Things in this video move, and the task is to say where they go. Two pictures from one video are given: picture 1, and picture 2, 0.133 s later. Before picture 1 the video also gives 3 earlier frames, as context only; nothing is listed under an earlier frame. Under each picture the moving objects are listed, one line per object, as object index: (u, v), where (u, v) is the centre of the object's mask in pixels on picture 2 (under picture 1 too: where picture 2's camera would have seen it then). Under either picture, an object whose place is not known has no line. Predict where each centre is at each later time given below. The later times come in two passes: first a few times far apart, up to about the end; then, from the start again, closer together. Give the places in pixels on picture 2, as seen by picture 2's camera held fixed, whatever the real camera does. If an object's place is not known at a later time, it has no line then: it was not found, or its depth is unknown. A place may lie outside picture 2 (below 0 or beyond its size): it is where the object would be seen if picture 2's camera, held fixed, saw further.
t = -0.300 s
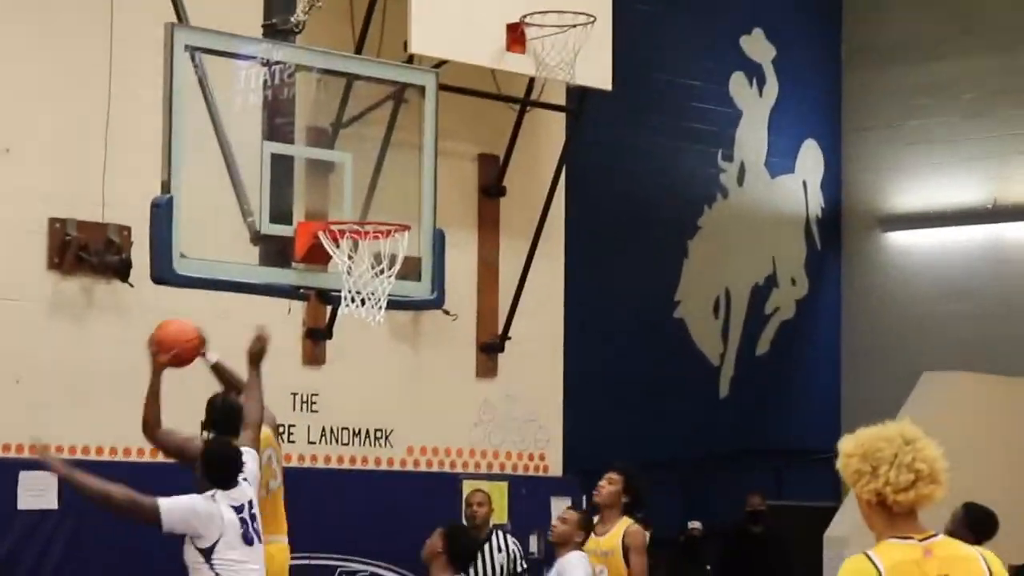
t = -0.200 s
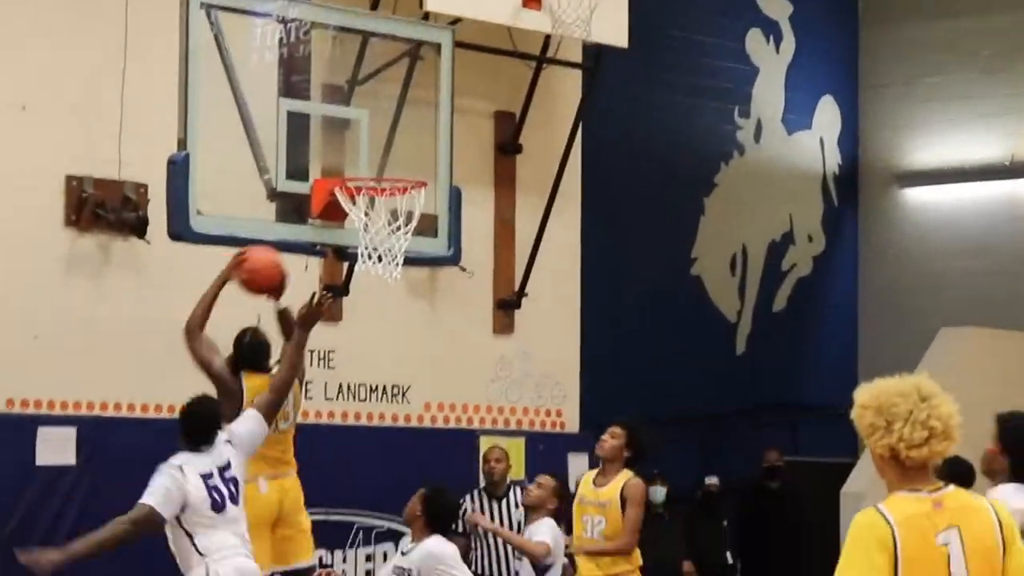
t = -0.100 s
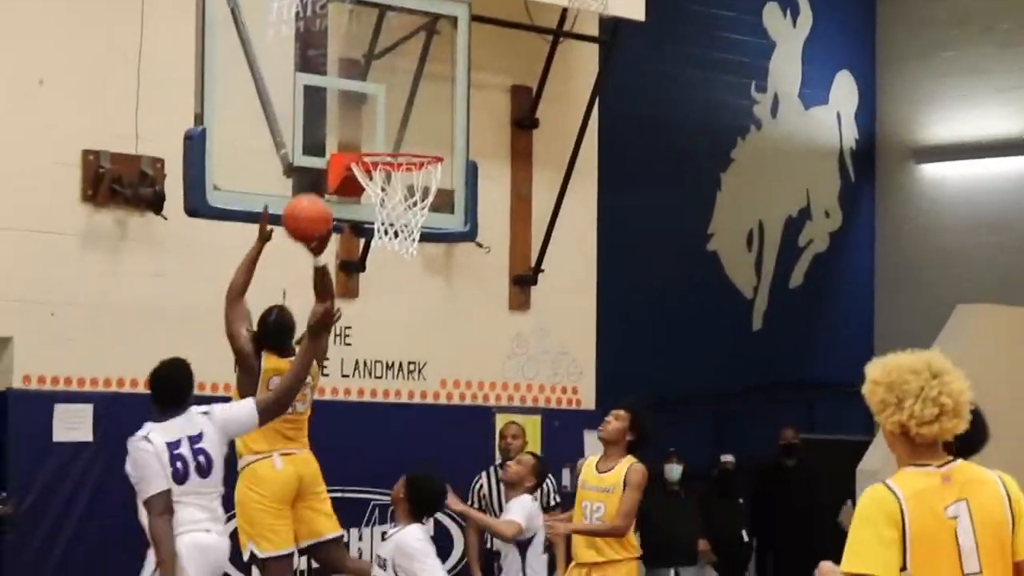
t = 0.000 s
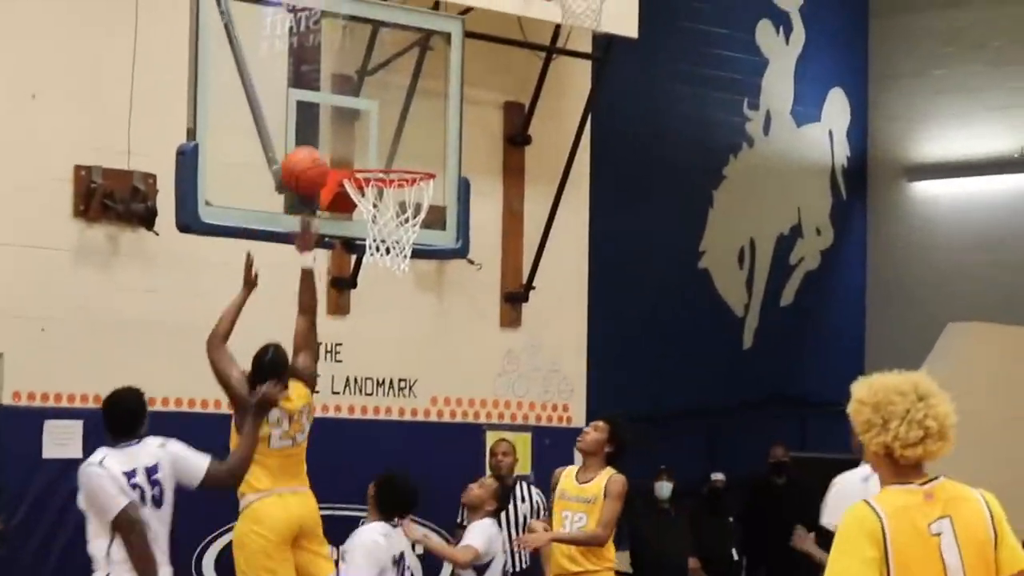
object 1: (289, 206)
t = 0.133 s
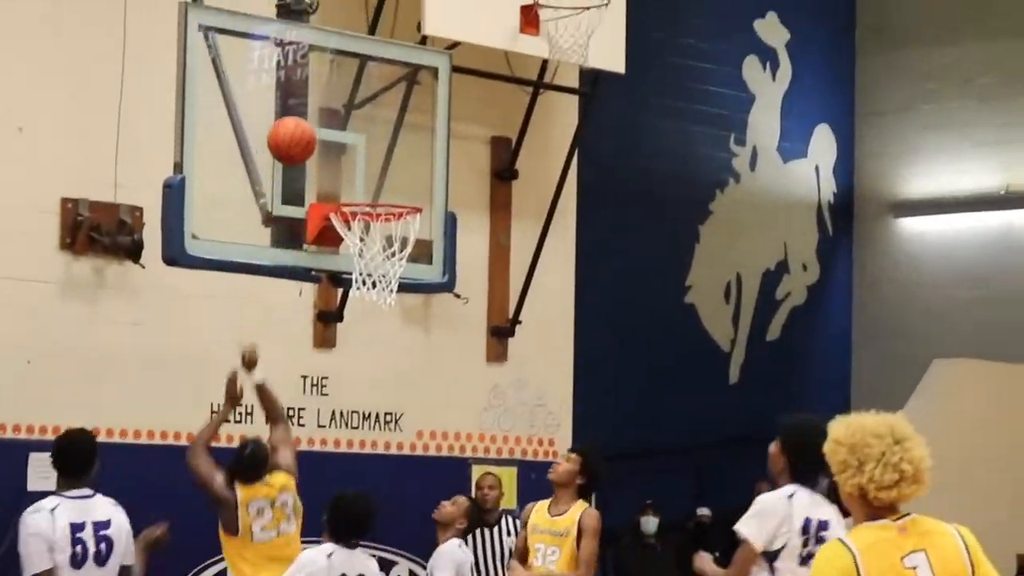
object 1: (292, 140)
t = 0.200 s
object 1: (303, 128)
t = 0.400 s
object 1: (360, 158)
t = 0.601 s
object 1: (376, 252)
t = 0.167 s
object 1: (293, 132)
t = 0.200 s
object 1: (303, 128)
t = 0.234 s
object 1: (312, 128)
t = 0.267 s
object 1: (322, 129)
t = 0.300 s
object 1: (331, 133)
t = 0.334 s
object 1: (340, 139)
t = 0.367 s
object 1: (350, 147)
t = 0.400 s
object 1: (360, 158)
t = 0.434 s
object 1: (369, 172)
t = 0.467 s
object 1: (379, 185)
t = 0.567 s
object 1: (381, 234)
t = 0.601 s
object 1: (376, 252)
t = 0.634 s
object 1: (372, 272)
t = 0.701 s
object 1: (364, 315)
